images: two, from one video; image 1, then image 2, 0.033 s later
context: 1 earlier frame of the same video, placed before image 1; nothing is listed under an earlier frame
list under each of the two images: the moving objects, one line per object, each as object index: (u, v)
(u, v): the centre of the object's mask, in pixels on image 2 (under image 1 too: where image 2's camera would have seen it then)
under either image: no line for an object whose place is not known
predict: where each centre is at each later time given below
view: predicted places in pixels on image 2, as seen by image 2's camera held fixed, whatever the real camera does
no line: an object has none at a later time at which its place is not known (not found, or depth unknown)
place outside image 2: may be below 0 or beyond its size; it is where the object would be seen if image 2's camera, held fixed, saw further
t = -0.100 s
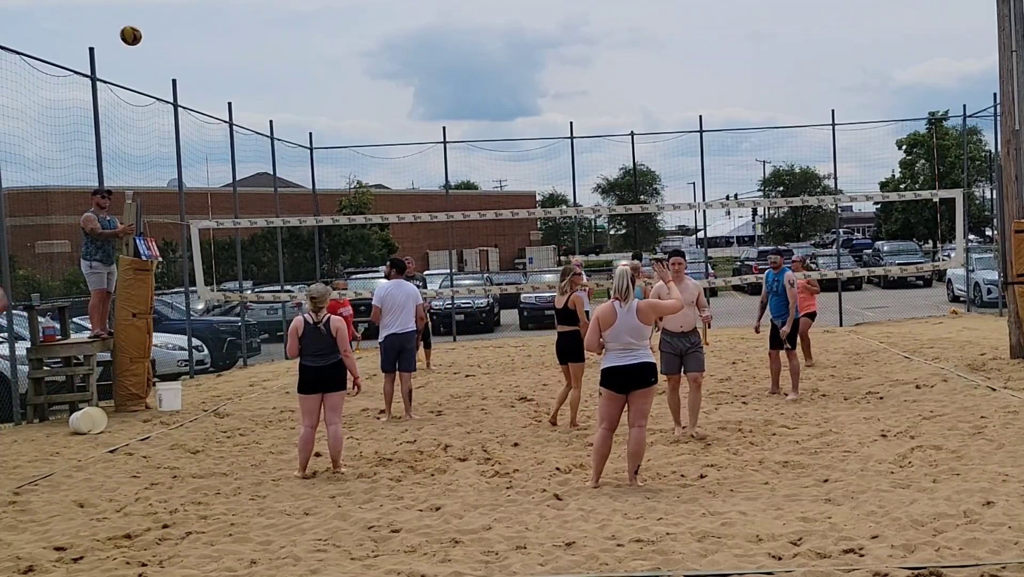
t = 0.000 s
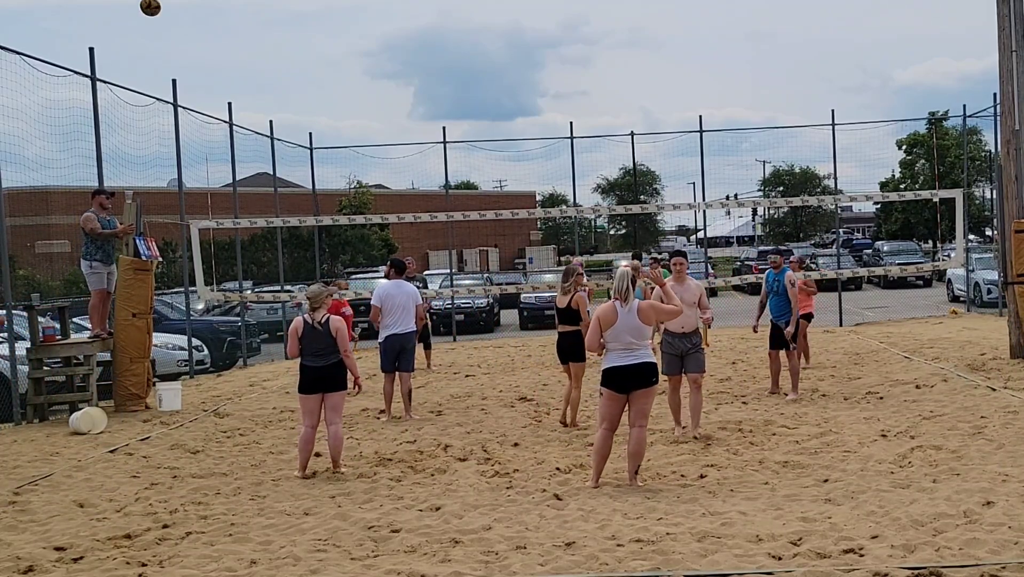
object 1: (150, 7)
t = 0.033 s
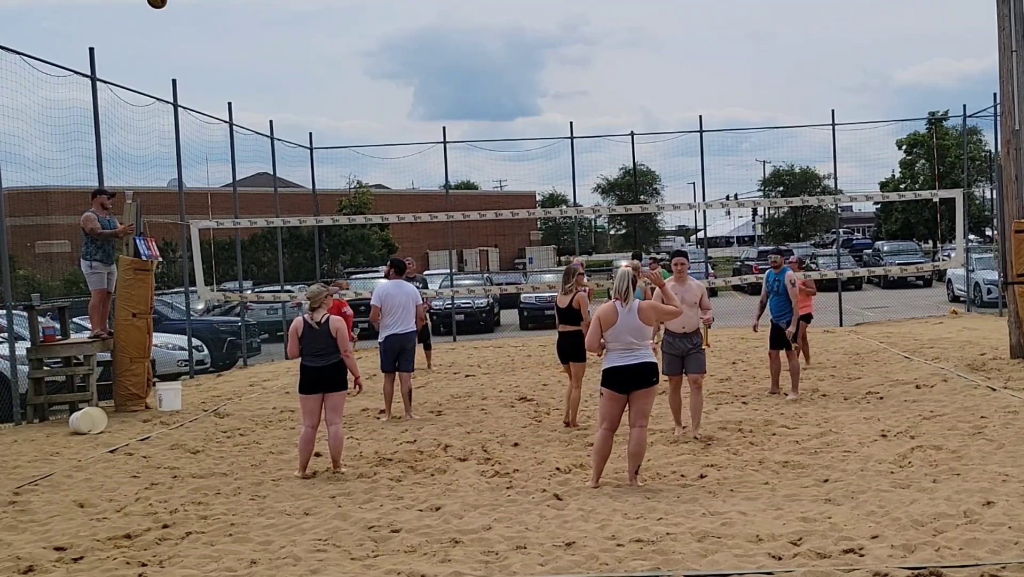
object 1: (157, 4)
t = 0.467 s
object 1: (232, 3)
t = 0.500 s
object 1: (240, 8)
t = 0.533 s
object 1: (242, 11)
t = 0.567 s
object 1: (247, 19)
